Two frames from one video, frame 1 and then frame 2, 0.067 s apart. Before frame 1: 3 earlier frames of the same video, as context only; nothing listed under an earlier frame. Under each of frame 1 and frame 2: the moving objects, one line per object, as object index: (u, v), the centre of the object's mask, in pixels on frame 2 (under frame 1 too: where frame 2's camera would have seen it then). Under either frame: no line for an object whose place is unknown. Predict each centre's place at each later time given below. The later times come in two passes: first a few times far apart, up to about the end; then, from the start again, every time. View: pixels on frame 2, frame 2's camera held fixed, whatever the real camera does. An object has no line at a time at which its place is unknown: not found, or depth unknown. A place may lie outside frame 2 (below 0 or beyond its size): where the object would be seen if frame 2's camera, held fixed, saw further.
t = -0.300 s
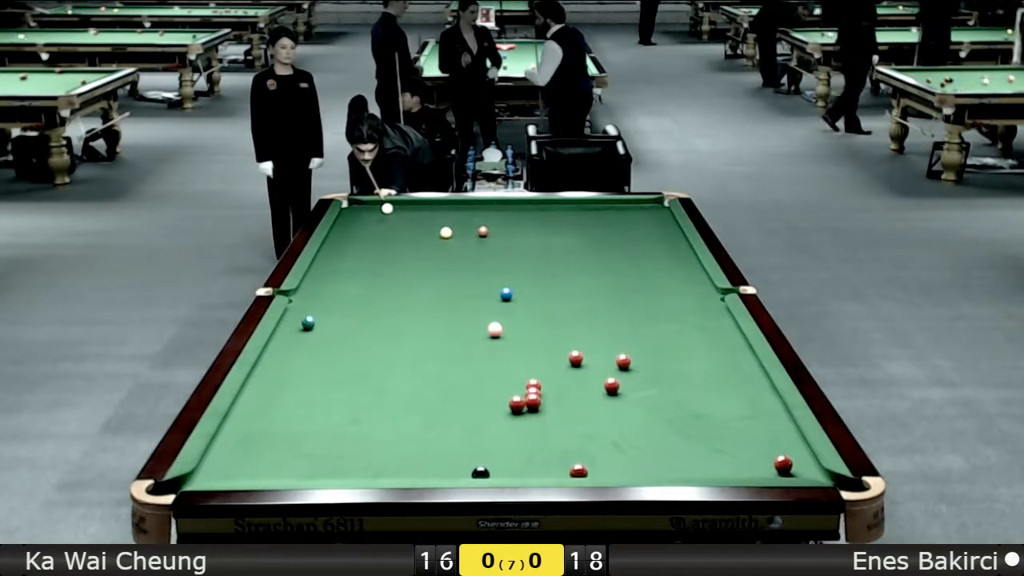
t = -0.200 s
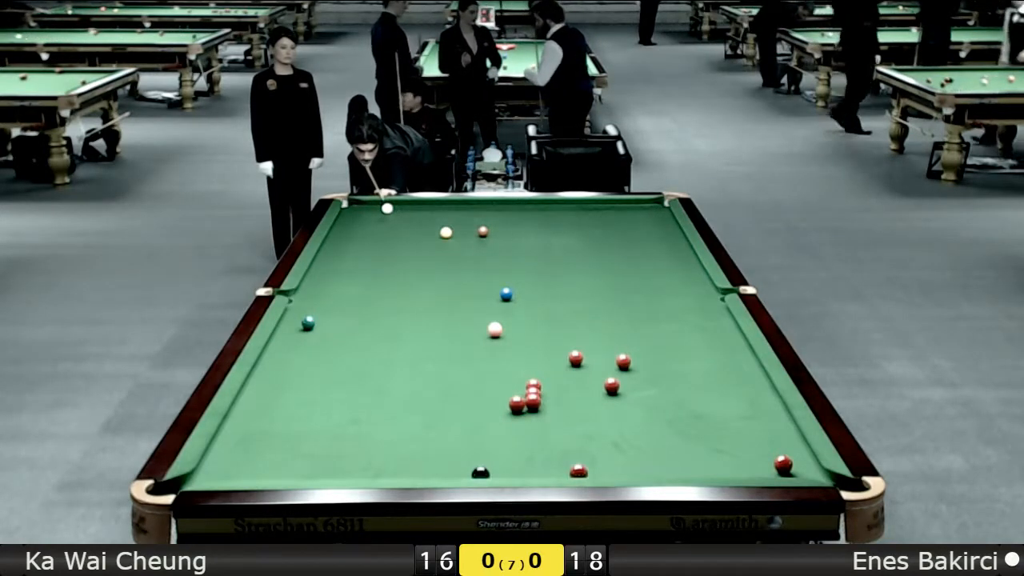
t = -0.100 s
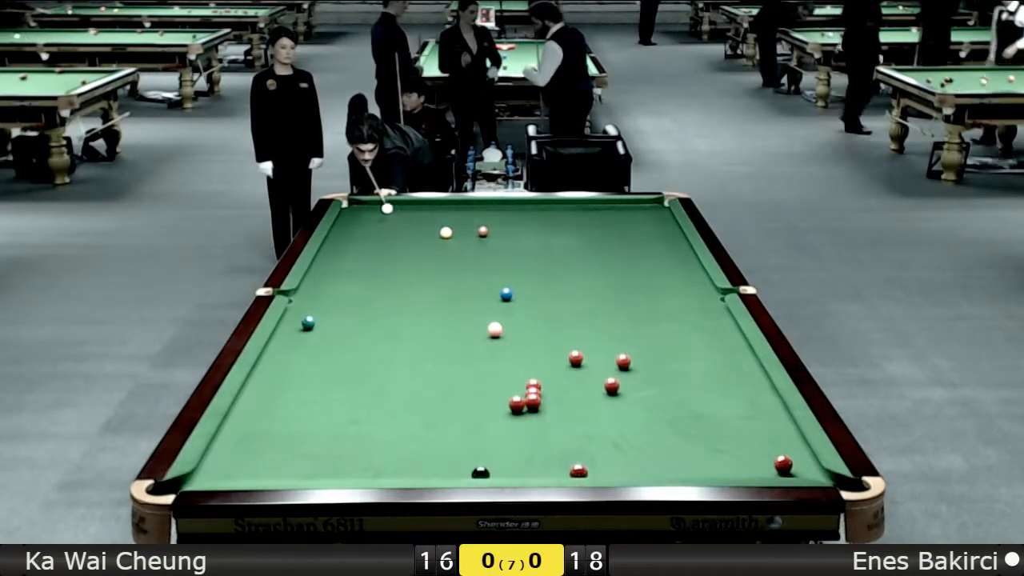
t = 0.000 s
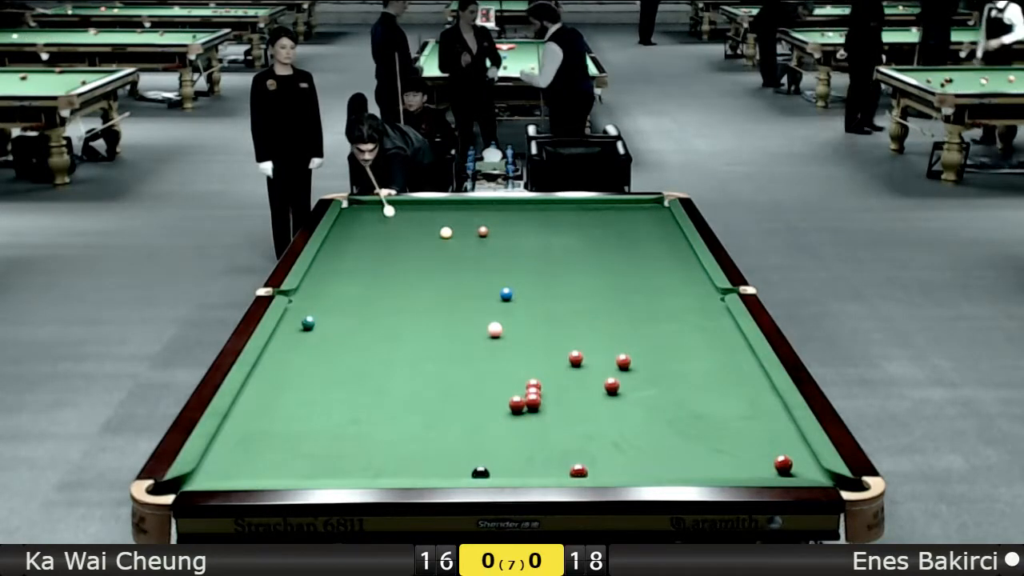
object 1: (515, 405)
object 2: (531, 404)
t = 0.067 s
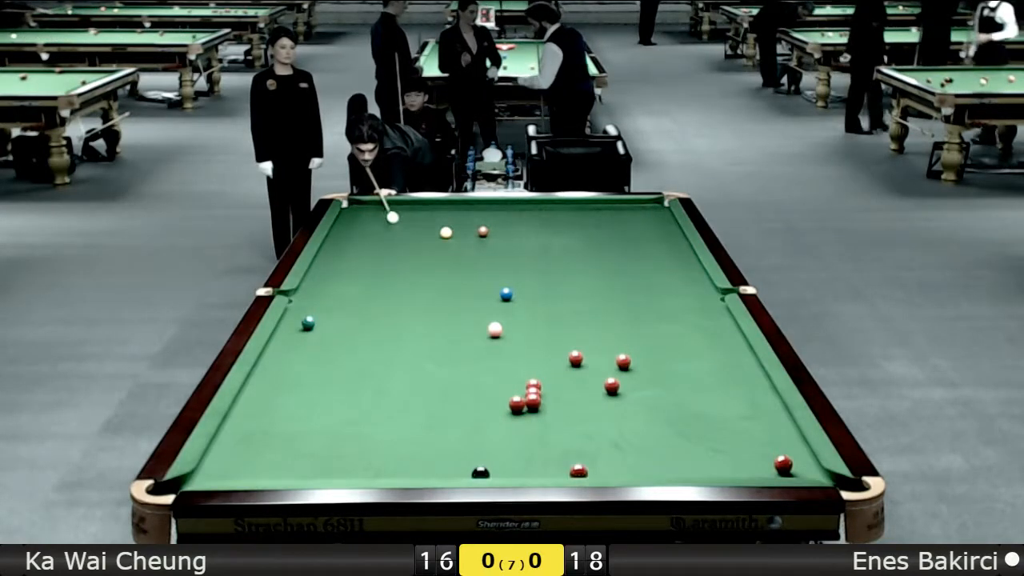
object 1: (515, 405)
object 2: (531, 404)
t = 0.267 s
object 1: (515, 405)
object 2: (531, 404)
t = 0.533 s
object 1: (515, 405)
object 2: (531, 404)
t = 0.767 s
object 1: (515, 405)
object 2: (531, 404)
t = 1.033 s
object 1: (515, 405)
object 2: (531, 404)
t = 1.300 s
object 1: (515, 405)
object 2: (531, 404)
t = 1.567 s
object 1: (536, 421)
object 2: (568, 399)
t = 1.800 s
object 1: (552, 436)
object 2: (601, 395)
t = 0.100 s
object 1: (515, 405)
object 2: (531, 404)
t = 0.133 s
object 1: (515, 405)
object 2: (531, 404)
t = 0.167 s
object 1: (515, 405)
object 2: (531, 404)
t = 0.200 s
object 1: (515, 405)
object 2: (531, 404)
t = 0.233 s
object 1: (515, 405)
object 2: (531, 404)
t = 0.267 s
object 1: (515, 405)
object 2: (531, 404)
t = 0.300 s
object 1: (515, 405)
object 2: (531, 404)
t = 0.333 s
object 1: (515, 405)
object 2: (531, 404)
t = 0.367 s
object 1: (515, 405)
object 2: (531, 404)
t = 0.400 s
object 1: (515, 405)
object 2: (531, 404)
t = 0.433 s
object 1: (515, 405)
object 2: (531, 404)
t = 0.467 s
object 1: (515, 405)
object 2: (531, 404)
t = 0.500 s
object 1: (515, 405)
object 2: (531, 404)
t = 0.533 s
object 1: (515, 405)
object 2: (531, 404)
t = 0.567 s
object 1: (515, 405)
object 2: (531, 404)
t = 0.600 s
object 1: (515, 405)
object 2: (531, 404)
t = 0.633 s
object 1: (515, 405)
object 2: (531, 404)
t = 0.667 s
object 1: (515, 405)
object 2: (531, 404)
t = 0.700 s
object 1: (515, 405)
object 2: (531, 404)
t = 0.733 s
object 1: (515, 405)
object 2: (531, 404)
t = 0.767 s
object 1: (515, 405)
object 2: (531, 404)
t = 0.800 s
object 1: (515, 405)
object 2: (531, 404)
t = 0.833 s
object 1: (515, 405)
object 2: (531, 404)
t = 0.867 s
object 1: (515, 405)
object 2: (531, 404)
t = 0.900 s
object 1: (515, 405)
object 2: (531, 404)
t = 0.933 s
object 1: (515, 405)
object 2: (531, 404)
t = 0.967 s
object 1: (515, 405)
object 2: (531, 404)
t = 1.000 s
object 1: (515, 405)
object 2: (531, 404)
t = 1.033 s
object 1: (515, 405)
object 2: (531, 404)
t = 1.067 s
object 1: (515, 405)
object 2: (531, 404)
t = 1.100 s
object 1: (515, 405)
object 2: (531, 404)
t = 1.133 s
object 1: (515, 405)
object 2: (531, 404)
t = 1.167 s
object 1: (515, 405)
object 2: (531, 404)
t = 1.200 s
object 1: (515, 405)
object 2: (531, 404)
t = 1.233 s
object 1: (515, 405)
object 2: (531, 404)
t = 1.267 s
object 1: (515, 405)
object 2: (531, 404)
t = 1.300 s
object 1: (515, 405)
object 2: (531, 404)
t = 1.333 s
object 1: (516, 405)
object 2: (531, 404)
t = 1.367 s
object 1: (518, 407)
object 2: (534, 403)
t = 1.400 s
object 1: (523, 409)
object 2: (543, 402)
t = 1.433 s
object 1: (525, 412)
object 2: (549, 401)
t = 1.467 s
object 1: (529, 414)
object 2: (554, 401)
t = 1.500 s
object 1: (531, 417)
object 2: (558, 400)
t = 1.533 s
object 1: (533, 419)
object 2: (564, 399)
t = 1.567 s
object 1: (536, 421)
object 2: (568, 399)
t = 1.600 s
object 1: (538, 423)
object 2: (573, 398)
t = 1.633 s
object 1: (540, 425)
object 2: (578, 398)
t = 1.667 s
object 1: (543, 427)
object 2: (583, 397)
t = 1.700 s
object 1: (545, 430)
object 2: (588, 396)
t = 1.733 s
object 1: (547, 432)
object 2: (592, 396)
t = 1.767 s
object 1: (550, 433)
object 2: (596, 396)
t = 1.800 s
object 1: (552, 436)
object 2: (601, 395)
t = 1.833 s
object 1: (554, 438)
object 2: (605, 395)
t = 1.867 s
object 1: (557, 440)
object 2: (609, 395)
